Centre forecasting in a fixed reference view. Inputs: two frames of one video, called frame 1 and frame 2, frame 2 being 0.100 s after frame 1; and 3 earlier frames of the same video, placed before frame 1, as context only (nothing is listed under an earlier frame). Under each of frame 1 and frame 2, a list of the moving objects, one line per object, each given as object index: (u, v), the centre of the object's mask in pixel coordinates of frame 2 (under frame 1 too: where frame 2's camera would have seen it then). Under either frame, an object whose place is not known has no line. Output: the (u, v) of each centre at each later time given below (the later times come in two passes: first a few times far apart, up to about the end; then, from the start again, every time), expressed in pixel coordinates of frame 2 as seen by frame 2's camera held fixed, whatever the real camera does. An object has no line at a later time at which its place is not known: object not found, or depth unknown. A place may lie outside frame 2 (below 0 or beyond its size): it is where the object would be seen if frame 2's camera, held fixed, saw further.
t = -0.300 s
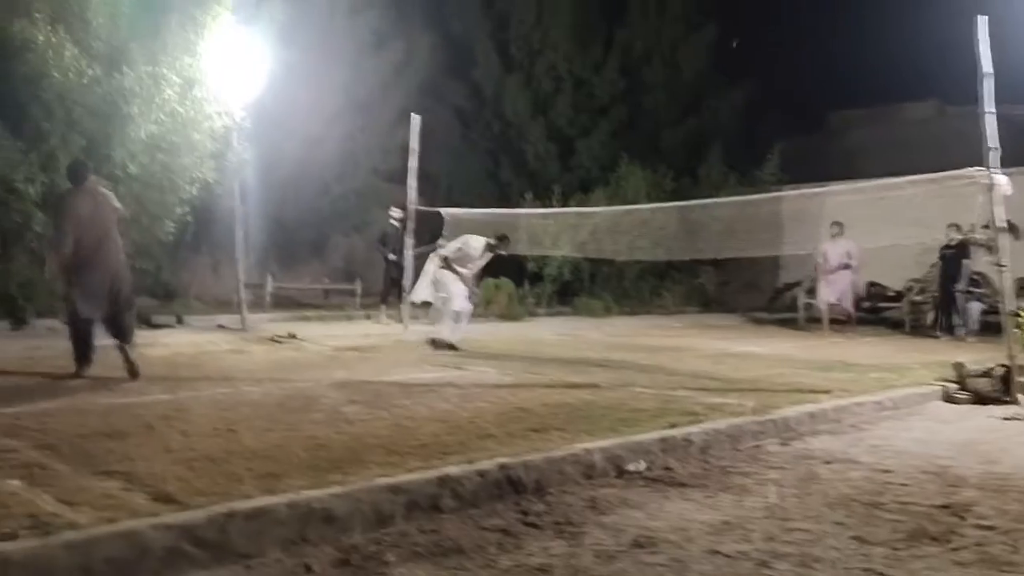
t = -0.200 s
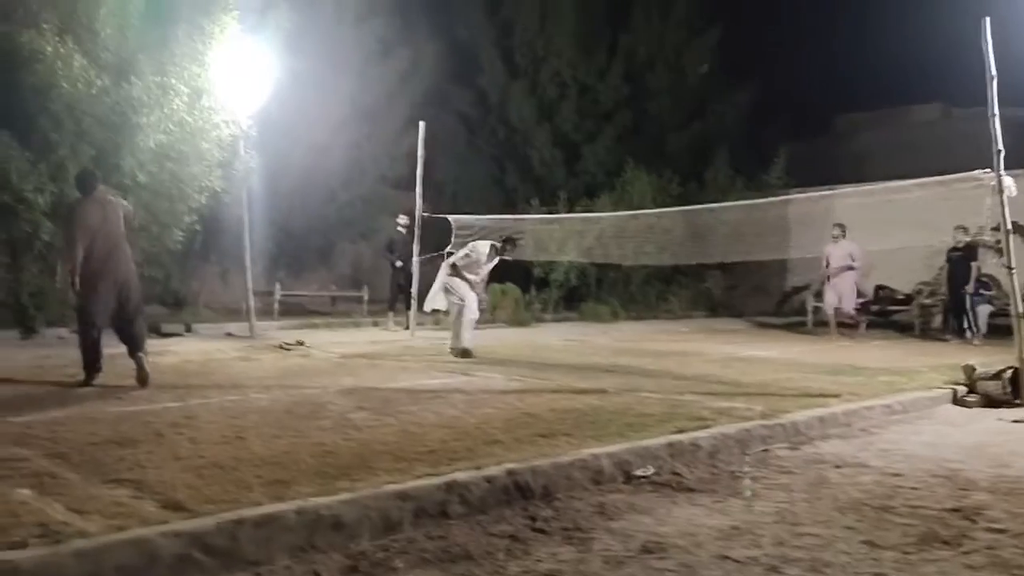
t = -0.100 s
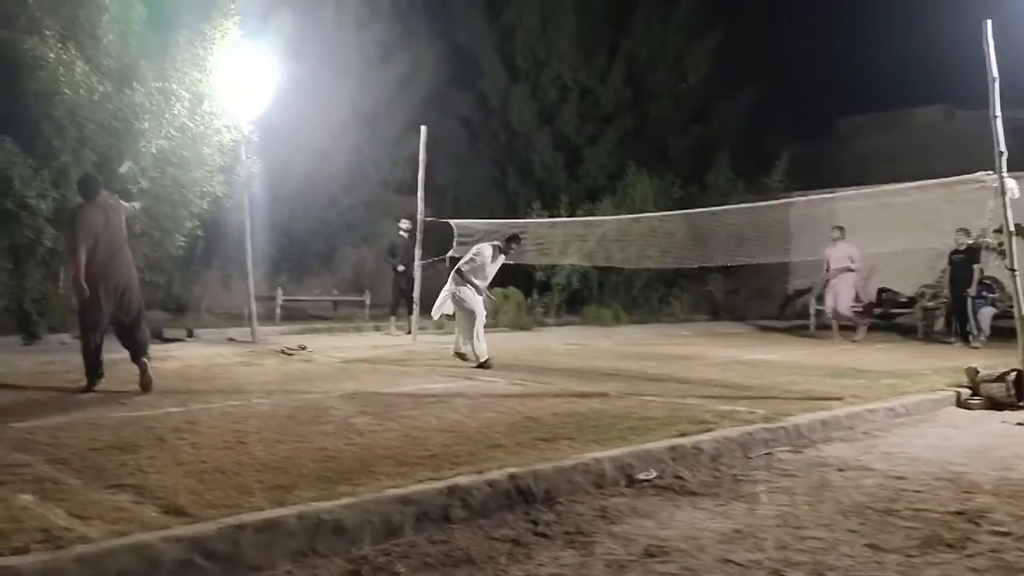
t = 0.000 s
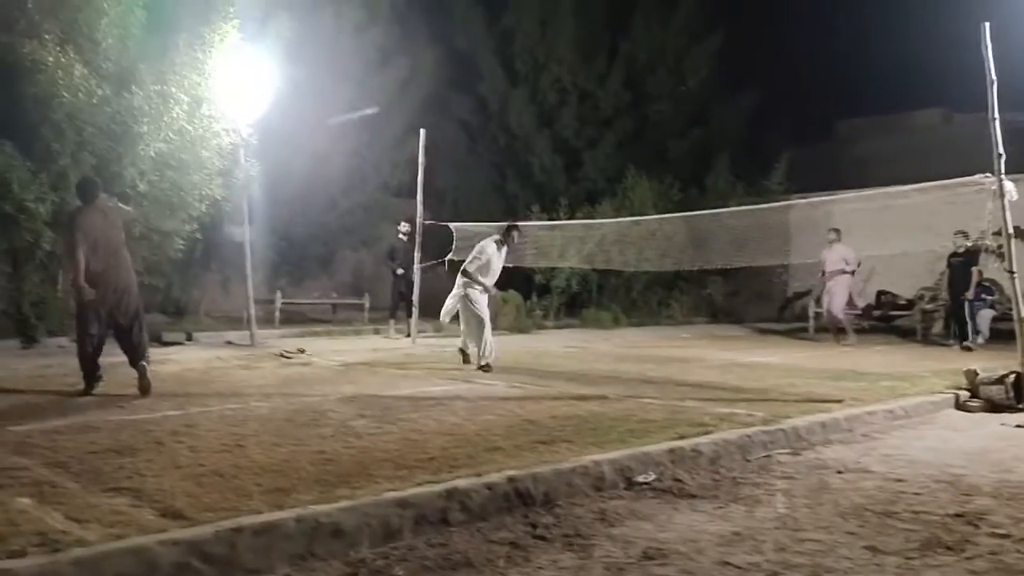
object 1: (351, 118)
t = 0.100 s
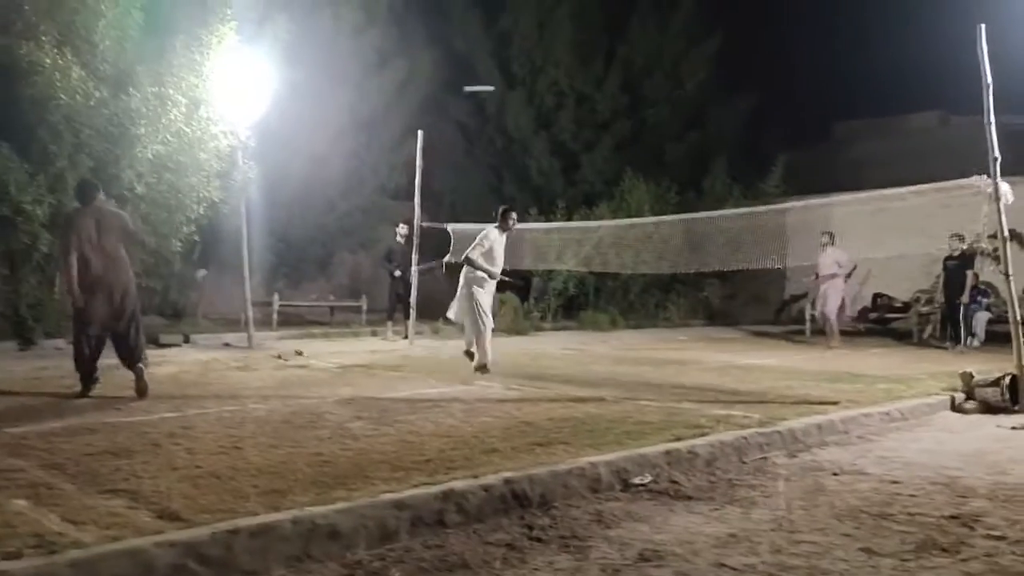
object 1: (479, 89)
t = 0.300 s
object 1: (614, 77)
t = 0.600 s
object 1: (718, 109)
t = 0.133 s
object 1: (509, 84)
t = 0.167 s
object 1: (535, 80)
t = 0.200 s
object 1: (558, 78)
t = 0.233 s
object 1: (579, 77)
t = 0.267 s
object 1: (598, 76)
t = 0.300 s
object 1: (614, 77)
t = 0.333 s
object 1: (630, 78)
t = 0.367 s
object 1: (643, 80)
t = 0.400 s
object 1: (656, 82)
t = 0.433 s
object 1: (668, 85)
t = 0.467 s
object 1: (679, 89)
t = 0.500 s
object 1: (690, 94)
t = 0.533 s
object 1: (700, 98)
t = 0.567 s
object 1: (709, 103)
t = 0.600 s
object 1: (718, 109)
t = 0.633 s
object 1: (727, 115)
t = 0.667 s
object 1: (735, 121)
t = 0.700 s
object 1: (742, 128)
